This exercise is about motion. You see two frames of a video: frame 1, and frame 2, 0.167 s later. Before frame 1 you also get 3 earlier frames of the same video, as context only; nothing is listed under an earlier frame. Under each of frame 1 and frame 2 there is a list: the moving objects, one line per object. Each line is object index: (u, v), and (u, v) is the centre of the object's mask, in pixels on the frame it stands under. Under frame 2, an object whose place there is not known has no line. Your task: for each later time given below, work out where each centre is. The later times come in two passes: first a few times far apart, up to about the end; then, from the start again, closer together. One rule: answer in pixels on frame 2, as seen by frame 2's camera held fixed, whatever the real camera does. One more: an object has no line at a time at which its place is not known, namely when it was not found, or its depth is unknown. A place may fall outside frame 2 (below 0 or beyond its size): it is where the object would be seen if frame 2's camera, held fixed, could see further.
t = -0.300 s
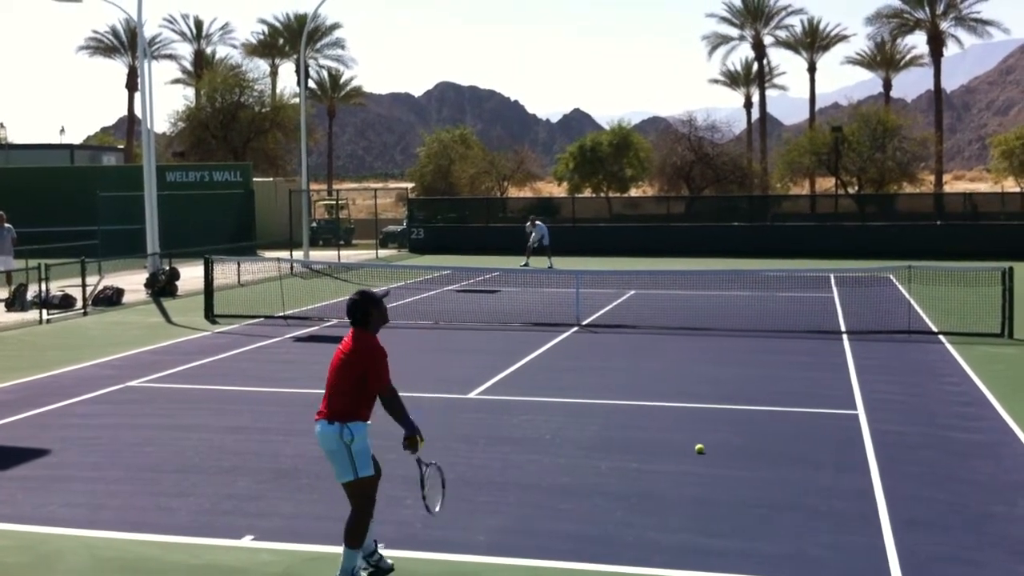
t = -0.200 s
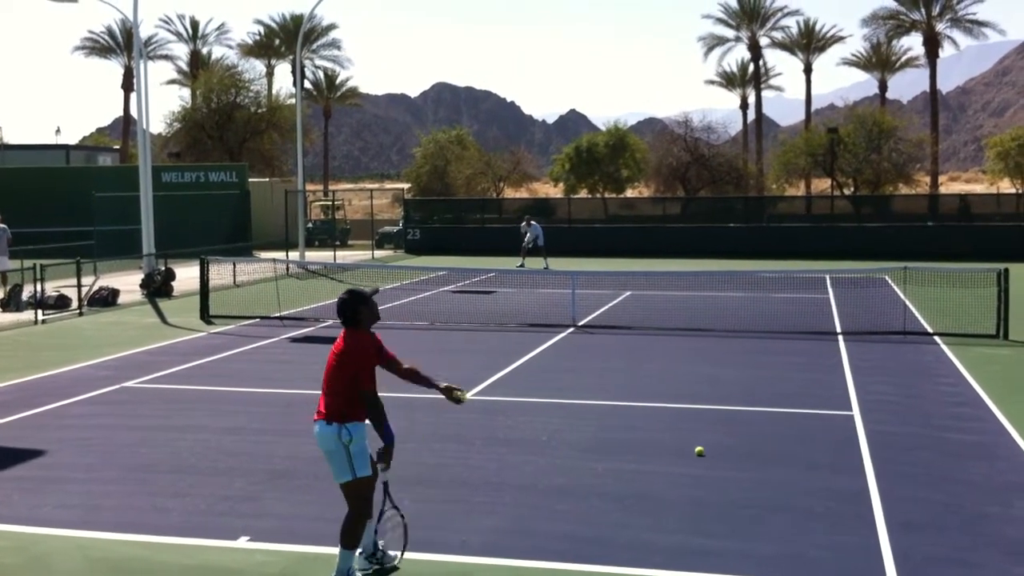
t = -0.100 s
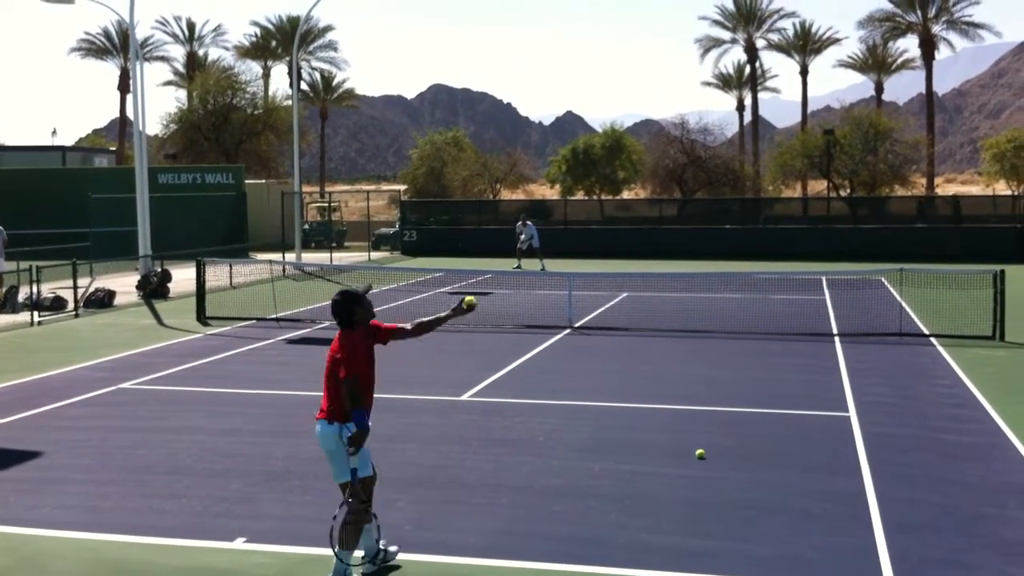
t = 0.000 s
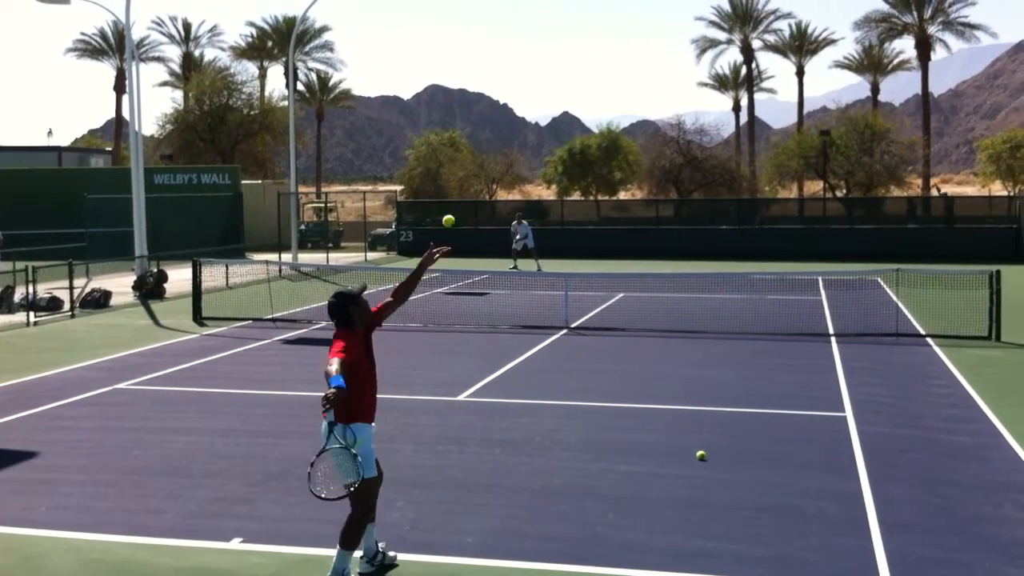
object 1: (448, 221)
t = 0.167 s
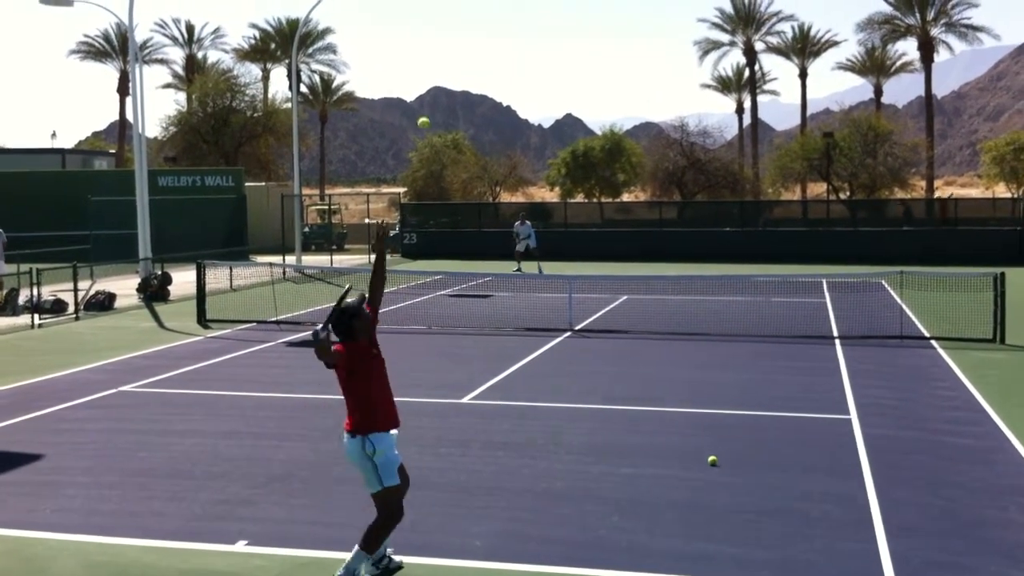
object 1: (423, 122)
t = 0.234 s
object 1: (414, 97)
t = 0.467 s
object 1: (378, 60)
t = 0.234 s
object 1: (414, 97)
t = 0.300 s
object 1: (402, 77)
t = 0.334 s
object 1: (398, 70)
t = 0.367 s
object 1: (393, 65)
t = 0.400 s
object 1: (388, 62)
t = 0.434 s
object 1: (383, 60)
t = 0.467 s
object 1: (378, 60)
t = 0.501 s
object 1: (373, 62)
